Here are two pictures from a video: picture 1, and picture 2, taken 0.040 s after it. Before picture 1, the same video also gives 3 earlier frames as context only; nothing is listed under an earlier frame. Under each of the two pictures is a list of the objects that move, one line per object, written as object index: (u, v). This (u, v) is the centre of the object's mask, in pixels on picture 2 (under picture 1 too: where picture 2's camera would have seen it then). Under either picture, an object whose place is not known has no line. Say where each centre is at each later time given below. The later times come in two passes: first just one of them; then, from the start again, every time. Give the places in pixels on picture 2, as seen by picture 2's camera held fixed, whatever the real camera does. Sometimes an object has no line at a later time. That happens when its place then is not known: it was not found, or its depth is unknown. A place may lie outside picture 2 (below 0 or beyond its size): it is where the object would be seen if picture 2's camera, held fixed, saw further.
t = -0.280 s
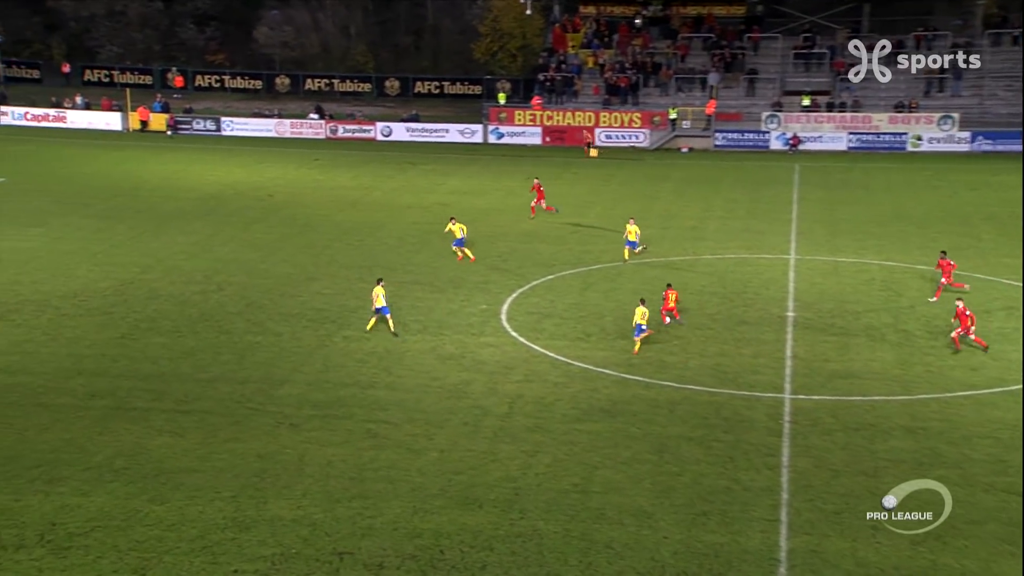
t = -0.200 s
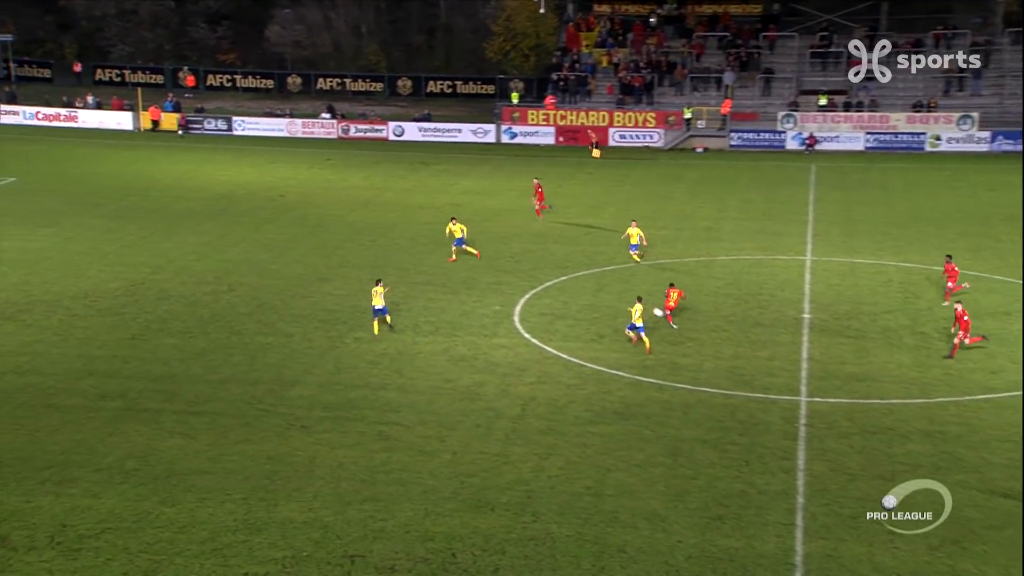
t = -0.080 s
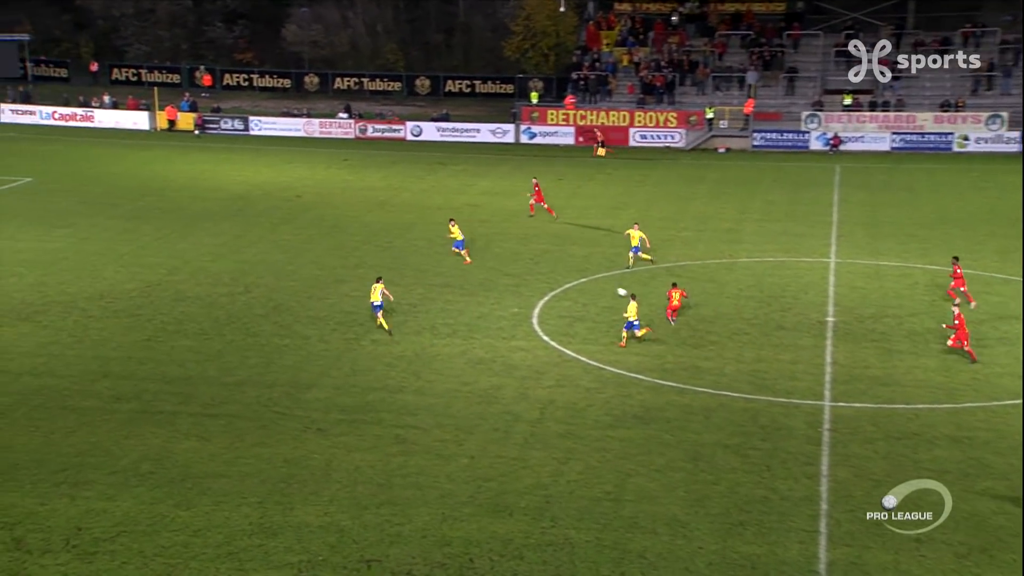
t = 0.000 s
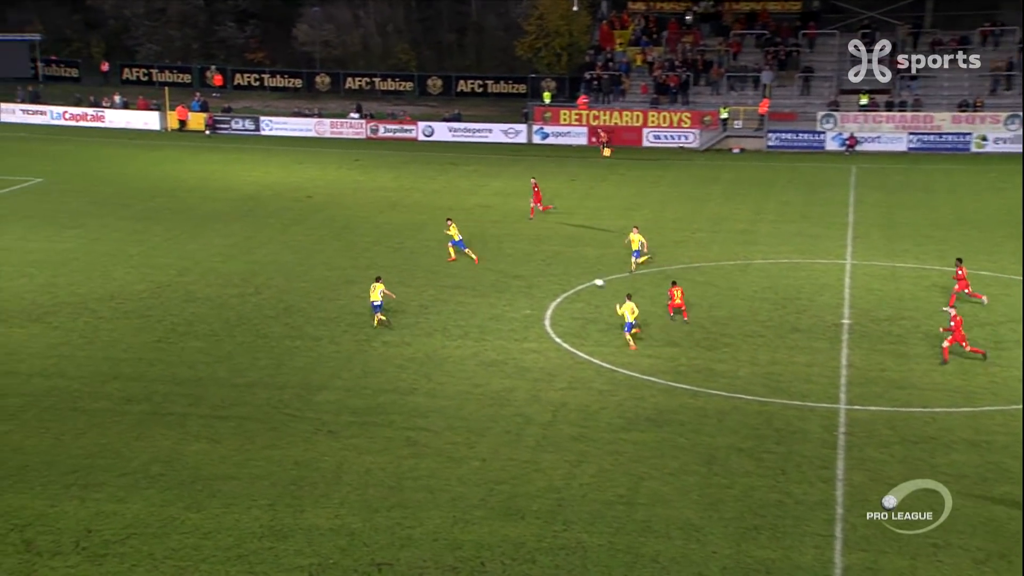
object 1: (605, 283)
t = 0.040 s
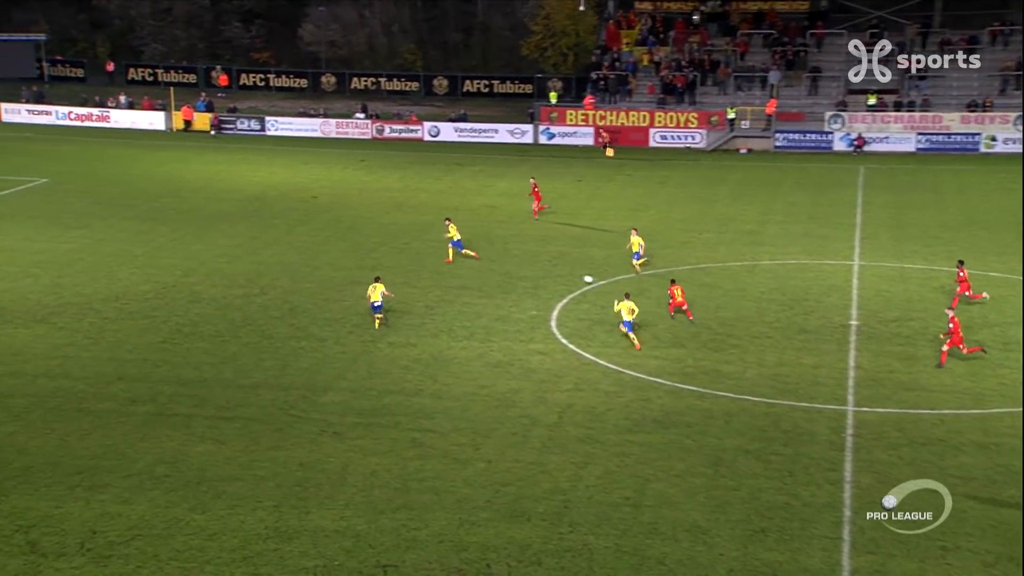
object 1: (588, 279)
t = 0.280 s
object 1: (501, 256)
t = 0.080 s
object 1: (572, 275)
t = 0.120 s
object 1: (555, 270)
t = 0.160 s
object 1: (541, 269)
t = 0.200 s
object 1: (527, 264)
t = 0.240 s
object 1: (514, 260)
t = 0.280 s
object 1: (501, 256)
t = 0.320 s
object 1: (489, 253)
